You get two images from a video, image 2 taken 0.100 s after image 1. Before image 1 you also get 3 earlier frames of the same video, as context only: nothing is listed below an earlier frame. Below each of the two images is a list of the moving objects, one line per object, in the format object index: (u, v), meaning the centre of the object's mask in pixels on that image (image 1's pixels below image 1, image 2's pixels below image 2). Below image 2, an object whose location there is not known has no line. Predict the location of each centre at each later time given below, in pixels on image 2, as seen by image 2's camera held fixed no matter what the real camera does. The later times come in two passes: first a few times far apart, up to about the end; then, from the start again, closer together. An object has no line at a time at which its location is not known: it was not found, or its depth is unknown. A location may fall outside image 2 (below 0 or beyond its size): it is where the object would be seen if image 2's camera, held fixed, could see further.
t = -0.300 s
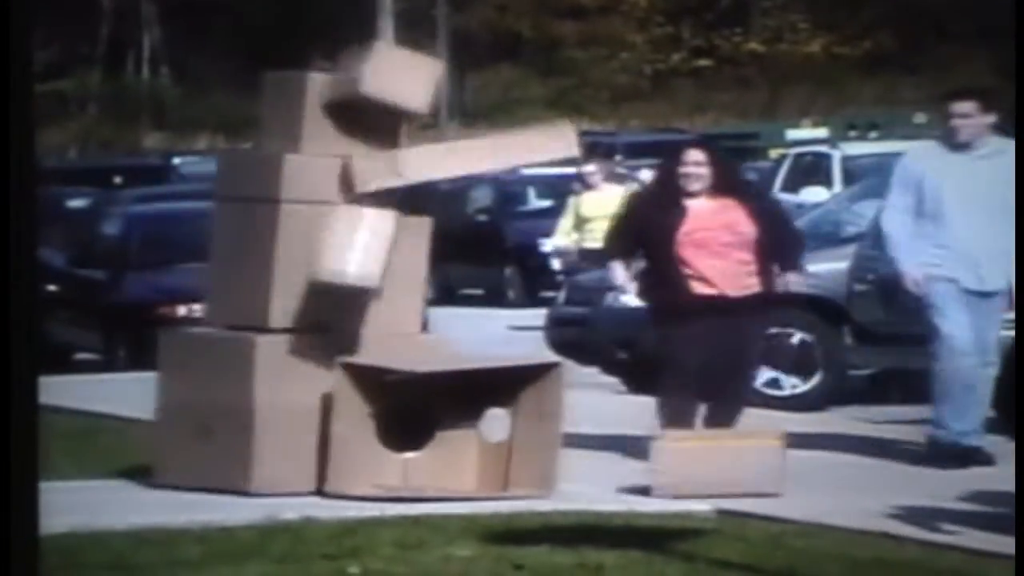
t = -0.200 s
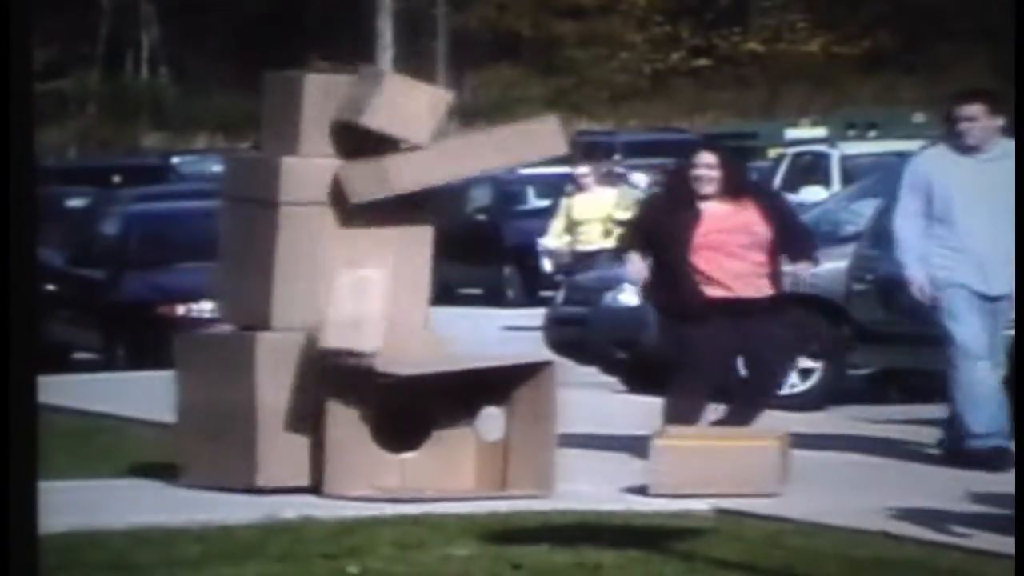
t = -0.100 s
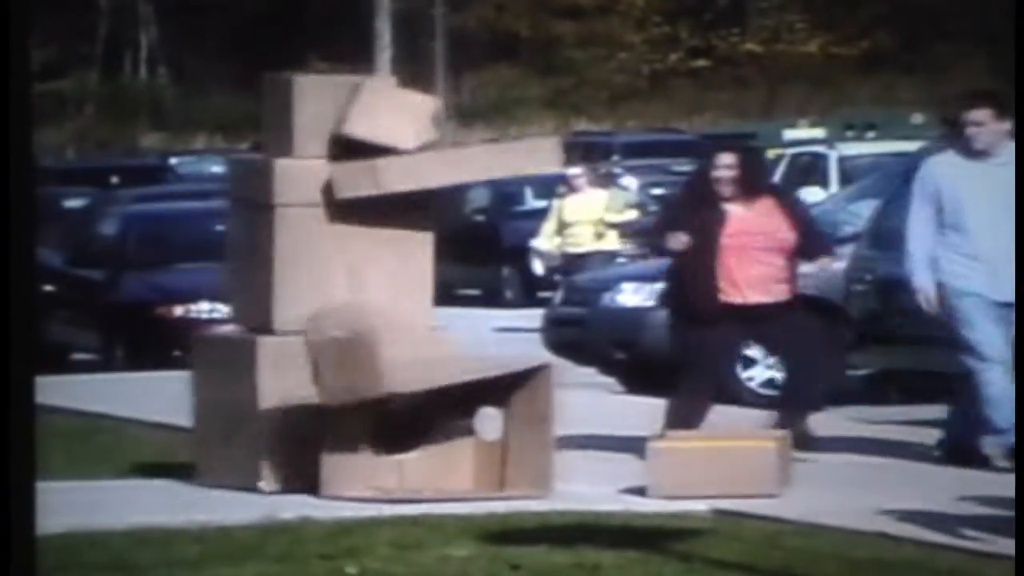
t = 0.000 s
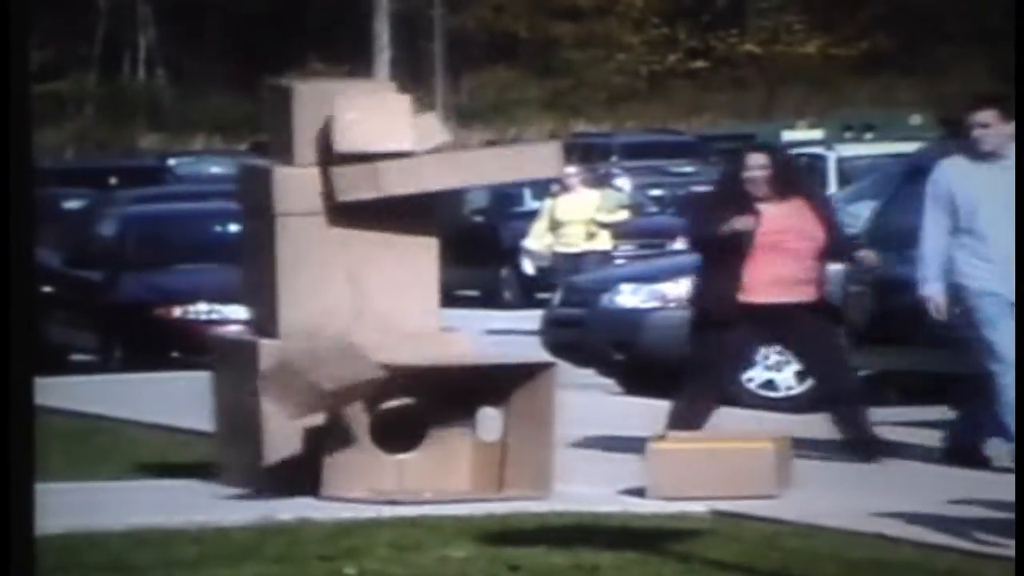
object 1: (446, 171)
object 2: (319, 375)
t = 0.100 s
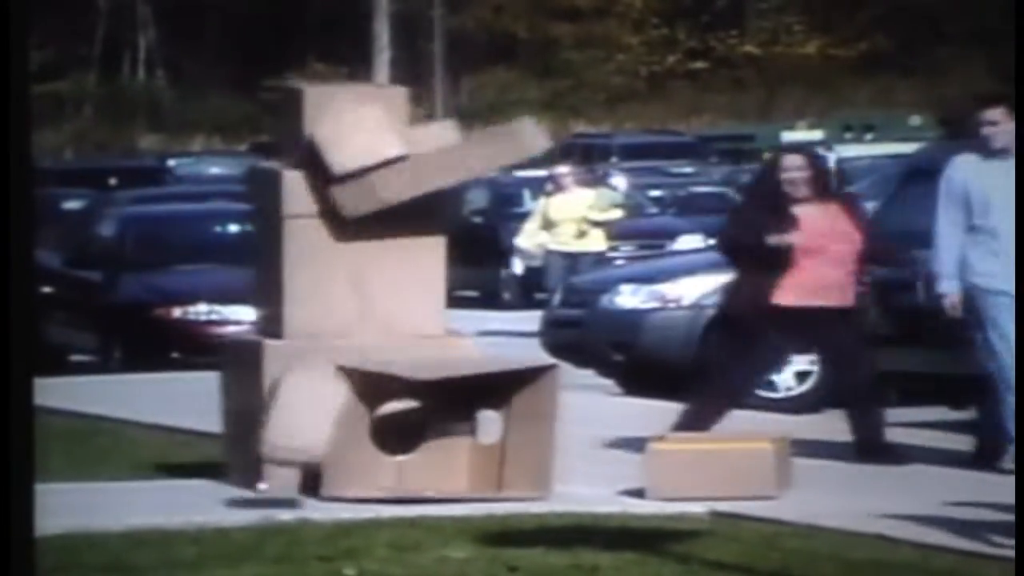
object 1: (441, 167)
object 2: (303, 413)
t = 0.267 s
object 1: (437, 162)
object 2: (271, 446)
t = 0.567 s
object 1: (478, 158)
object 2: (232, 472)
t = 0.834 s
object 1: (499, 157)
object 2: (231, 491)
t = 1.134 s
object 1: (510, 161)
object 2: (228, 500)
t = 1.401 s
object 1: (505, 192)
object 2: (220, 507)
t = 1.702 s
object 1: (468, 246)
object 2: (194, 516)
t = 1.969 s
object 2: (189, 516)
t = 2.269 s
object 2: (189, 516)
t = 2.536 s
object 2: (190, 516)
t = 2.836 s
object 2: (202, 517)
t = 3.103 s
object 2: (209, 516)
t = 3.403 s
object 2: (211, 516)
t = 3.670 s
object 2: (195, 517)
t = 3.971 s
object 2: (194, 517)
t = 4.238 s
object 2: (194, 517)
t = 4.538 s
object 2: (194, 517)
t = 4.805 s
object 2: (194, 517)
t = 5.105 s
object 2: (194, 517)
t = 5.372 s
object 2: (185, 518)
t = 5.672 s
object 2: (185, 518)
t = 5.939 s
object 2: (185, 517)
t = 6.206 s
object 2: (185, 517)
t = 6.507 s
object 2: (185, 517)
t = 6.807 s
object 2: (185, 517)
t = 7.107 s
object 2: (185, 518)
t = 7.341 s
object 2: (185, 517)
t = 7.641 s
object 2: (185, 517)
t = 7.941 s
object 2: (185, 518)
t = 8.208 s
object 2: (185, 517)
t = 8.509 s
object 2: (185, 518)
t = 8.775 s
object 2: (185, 518)
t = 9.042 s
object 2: (185, 518)
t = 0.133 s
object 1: (438, 166)
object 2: (298, 434)
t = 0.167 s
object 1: (436, 165)
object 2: (286, 454)
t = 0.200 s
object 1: (433, 164)
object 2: (280, 456)
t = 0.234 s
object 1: (434, 163)
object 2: (273, 450)
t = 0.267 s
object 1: (437, 162)
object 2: (271, 446)
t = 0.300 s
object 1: (442, 161)
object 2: (267, 443)
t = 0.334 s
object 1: (449, 157)
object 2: (265, 441)
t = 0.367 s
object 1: (455, 155)
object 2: (255, 434)
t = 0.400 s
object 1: (452, 155)
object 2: (252, 435)
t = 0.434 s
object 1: (457, 154)
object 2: (248, 439)
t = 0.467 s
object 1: (458, 155)
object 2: (244, 445)
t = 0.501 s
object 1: (463, 156)
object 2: (240, 454)
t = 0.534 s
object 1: (472, 157)
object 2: (233, 468)
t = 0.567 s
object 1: (478, 158)
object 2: (232, 472)
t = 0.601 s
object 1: (483, 158)
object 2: (228, 481)
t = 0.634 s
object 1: (487, 158)
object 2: (227, 484)
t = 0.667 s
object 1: (491, 158)
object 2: (228, 485)
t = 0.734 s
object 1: (495, 158)
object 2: (229, 487)
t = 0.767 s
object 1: (497, 157)
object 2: (230, 488)
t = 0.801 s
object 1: (499, 158)
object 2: (230, 490)
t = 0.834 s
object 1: (499, 157)
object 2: (231, 491)
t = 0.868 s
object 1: (502, 155)
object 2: (231, 494)
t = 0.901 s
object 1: (502, 156)
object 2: (233, 502)
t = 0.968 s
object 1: (503, 156)
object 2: (232, 506)
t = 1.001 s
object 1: (503, 157)
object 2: (232, 503)
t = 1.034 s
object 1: (504, 158)
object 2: (230, 500)
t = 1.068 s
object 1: (506, 158)
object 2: (230, 500)
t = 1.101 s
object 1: (509, 160)
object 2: (229, 500)
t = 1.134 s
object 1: (510, 161)
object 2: (228, 500)
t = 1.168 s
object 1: (512, 163)
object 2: (227, 500)
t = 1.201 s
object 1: (512, 165)
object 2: (226, 501)
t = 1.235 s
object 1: (512, 168)
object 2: (224, 502)
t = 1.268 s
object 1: (513, 171)
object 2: (222, 503)
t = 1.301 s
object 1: (515, 176)
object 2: (220, 505)
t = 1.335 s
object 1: (516, 174)
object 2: (221, 508)
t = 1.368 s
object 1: (508, 187)
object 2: (220, 509)
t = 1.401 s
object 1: (505, 192)
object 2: (220, 507)
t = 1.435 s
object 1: (503, 200)
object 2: (218, 505)
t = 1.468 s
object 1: (497, 206)
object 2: (217, 504)
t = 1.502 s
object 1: (490, 215)
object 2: (217, 504)
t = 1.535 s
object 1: (490, 225)
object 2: (214, 505)
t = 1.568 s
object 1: (487, 234)
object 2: (211, 508)
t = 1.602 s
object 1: (490, 242)
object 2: (207, 510)
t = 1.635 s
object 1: (487, 248)
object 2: (204, 513)
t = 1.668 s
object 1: (483, 248)
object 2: (197, 515)
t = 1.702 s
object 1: (468, 246)
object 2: (194, 516)
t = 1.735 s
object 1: (471, 247)
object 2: (192, 515)
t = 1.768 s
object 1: (476, 246)
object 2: (191, 515)
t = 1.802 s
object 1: (475, 245)
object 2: (190, 515)
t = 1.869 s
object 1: (475, 242)
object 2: (189, 515)
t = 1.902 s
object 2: (188, 515)
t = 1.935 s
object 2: (189, 516)
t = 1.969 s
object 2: (189, 516)
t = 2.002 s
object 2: (190, 516)
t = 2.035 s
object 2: (189, 516)
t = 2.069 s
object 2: (189, 516)
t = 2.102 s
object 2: (189, 516)
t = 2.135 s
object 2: (188, 515)
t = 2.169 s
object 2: (188, 516)
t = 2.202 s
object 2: (189, 515)
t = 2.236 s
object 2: (189, 515)
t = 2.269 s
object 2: (189, 516)
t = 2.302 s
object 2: (189, 516)
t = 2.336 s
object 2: (188, 516)
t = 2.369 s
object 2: (188, 516)
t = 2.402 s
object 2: (188, 516)
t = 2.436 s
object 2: (188, 515)
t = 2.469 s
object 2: (189, 515)
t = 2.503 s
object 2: (188, 515)
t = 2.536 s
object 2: (190, 516)
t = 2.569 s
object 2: (191, 516)
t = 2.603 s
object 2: (192, 516)
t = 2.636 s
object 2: (193, 517)
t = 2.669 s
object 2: (195, 517)
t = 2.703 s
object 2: (197, 517)
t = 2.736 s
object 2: (198, 517)
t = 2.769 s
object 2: (199, 517)
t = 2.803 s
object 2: (201, 516)
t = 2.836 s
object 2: (202, 517)
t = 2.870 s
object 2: (202, 517)
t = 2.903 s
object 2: (203, 517)
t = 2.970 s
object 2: (206, 516)
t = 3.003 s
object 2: (208, 516)
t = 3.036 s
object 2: (208, 517)
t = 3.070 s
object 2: (209, 516)
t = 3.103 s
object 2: (209, 516)
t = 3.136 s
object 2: (210, 516)
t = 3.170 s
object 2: (210, 516)
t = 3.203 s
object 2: (210, 516)
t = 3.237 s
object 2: (210, 516)
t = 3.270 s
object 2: (211, 516)
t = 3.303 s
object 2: (212, 516)
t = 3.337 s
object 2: (212, 516)
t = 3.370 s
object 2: (212, 516)
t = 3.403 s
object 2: (211, 516)
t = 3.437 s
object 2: (210, 516)
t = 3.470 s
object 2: (209, 516)
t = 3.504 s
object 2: (208, 516)
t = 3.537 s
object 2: (207, 516)
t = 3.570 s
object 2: (204, 517)
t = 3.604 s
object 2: (201, 517)
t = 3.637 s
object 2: (198, 517)
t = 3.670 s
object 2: (195, 517)
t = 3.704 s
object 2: (195, 517)
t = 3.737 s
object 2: (195, 517)
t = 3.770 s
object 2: (194, 517)
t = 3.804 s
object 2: (195, 517)
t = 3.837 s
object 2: (194, 517)
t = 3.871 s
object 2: (194, 517)
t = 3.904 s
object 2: (194, 517)
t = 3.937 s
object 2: (194, 517)
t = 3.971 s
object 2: (194, 517)
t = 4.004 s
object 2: (195, 517)
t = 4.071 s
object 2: (194, 517)
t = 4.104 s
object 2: (194, 517)
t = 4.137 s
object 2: (194, 517)
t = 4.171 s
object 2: (194, 517)
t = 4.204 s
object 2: (194, 517)
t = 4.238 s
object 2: (194, 517)
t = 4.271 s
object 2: (194, 517)
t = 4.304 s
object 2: (195, 517)
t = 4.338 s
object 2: (194, 517)
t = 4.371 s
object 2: (194, 517)
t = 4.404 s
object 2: (194, 517)
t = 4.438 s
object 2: (195, 517)
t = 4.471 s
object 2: (194, 517)
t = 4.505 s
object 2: (194, 517)
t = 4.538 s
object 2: (194, 517)
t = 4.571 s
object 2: (194, 517)
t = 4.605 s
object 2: (194, 517)
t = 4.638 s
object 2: (194, 517)
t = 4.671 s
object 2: (194, 517)
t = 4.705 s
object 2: (194, 517)
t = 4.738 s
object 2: (194, 517)
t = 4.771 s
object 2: (194, 517)
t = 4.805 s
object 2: (194, 517)
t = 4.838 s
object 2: (194, 517)
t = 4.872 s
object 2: (194, 517)
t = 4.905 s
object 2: (194, 517)
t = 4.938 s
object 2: (194, 517)
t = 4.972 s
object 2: (194, 517)
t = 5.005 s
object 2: (194, 517)
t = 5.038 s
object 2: (194, 517)
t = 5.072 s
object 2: (194, 517)
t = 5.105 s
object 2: (194, 517)
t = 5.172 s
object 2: (185, 517)
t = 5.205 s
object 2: (184, 517)
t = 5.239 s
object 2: (185, 518)
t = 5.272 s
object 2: (185, 518)
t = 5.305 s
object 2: (185, 517)
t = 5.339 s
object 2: (184, 518)
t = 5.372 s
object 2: (185, 518)
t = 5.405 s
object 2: (185, 517)
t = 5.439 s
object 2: (185, 517)
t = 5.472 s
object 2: (185, 518)
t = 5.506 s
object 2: (185, 518)
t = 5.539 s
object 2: (185, 517)
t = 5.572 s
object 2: (185, 518)
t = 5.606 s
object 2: (185, 518)
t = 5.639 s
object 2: (186, 518)
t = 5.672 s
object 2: (185, 518)
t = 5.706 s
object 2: (185, 517)
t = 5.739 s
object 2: (185, 518)
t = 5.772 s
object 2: (185, 518)
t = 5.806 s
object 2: (185, 518)
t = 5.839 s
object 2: (185, 518)
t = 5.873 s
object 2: (185, 518)
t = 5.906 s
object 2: (185, 518)
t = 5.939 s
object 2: (185, 517)
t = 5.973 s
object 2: (185, 517)
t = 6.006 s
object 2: (185, 517)
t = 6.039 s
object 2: (185, 518)
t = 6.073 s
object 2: (185, 517)
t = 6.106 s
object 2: (185, 518)
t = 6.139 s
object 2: (185, 518)
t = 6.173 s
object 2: (185, 518)
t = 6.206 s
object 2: (185, 517)
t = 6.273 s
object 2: (185, 517)
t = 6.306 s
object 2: (185, 517)
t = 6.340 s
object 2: (185, 517)
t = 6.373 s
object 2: (185, 517)
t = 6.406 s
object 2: (185, 517)
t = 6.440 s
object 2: (185, 517)
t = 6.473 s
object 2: (185, 517)
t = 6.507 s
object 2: (185, 517)
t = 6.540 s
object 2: (185, 518)
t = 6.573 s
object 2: (185, 517)
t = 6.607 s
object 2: (185, 517)
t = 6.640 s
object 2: (185, 518)
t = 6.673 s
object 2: (185, 518)
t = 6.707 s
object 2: (185, 517)
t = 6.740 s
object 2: (185, 517)
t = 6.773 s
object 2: (186, 517)
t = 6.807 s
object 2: (185, 517)
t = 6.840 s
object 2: (185, 517)
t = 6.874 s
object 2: (185, 518)
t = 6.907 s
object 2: (185, 517)
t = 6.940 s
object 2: (185, 517)
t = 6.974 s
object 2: (185, 517)
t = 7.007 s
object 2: (185, 517)
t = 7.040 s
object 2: (185, 518)
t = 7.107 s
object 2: (185, 518)
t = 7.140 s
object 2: (185, 518)
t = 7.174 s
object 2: (185, 518)
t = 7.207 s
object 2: (185, 518)
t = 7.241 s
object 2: (184, 518)
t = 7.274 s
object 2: (185, 518)
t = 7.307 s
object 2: (185, 517)
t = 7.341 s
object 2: (185, 517)
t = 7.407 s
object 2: (185, 517)
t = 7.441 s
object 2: (185, 517)
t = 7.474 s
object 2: (184, 517)
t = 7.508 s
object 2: (184, 517)
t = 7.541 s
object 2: (185, 518)
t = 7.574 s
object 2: (184, 518)
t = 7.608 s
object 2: (185, 517)
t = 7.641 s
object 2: (185, 517)
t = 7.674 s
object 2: (185, 517)
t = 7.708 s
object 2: (185, 518)
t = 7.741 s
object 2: (185, 517)
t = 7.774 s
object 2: (185, 517)
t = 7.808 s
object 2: (185, 517)
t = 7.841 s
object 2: (185, 517)
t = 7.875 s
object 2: (185, 517)
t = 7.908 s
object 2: (185, 517)
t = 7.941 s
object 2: (185, 518)
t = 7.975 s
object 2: (185, 518)
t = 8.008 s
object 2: (185, 517)
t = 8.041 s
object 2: (185, 517)
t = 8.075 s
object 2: (185, 517)
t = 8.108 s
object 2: (185, 517)
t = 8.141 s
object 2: (185, 517)
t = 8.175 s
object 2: (185, 517)
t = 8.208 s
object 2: (185, 517)
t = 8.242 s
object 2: (185, 517)
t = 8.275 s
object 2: (185, 517)
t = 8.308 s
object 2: (185, 517)
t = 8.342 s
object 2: (185, 518)
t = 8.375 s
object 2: (185, 518)
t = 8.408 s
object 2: (184, 518)
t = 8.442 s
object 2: (184, 518)
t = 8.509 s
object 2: (185, 518)
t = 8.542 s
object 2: (185, 518)
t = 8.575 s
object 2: (184, 518)
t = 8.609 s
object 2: (185, 518)
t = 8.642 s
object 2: (185, 517)
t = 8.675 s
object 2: (185, 517)
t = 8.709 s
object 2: (185, 517)
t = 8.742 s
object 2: (185, 517)
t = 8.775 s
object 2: (185, 518)
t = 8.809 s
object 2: (185, 518)
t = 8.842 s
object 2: (185, 518)
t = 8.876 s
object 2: (185, 518)
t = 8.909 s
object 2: (185, 518)
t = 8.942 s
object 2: (185, 517)
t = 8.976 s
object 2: (185, 517)
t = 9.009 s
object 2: (185, 518)
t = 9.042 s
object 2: (185, 518)
